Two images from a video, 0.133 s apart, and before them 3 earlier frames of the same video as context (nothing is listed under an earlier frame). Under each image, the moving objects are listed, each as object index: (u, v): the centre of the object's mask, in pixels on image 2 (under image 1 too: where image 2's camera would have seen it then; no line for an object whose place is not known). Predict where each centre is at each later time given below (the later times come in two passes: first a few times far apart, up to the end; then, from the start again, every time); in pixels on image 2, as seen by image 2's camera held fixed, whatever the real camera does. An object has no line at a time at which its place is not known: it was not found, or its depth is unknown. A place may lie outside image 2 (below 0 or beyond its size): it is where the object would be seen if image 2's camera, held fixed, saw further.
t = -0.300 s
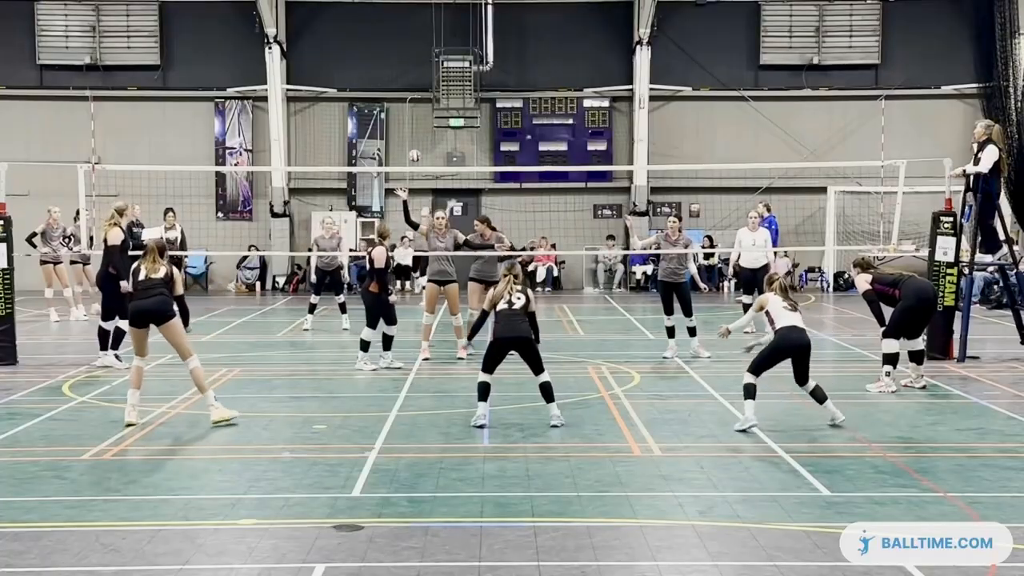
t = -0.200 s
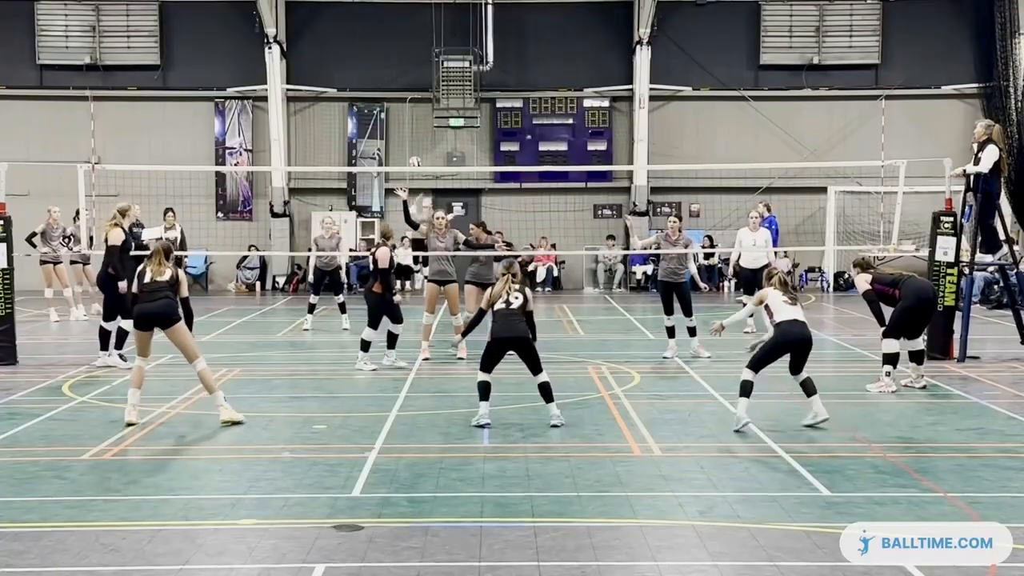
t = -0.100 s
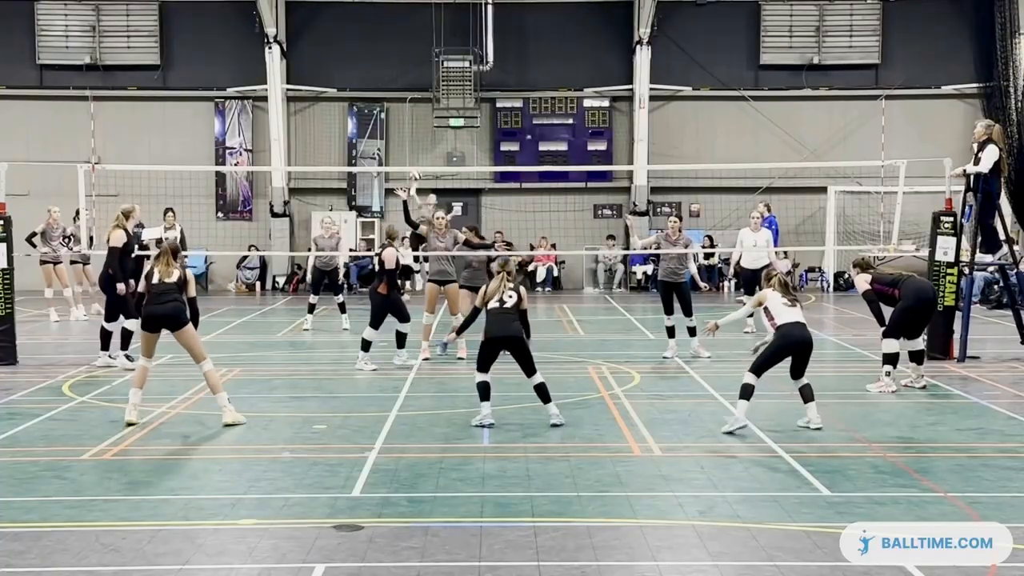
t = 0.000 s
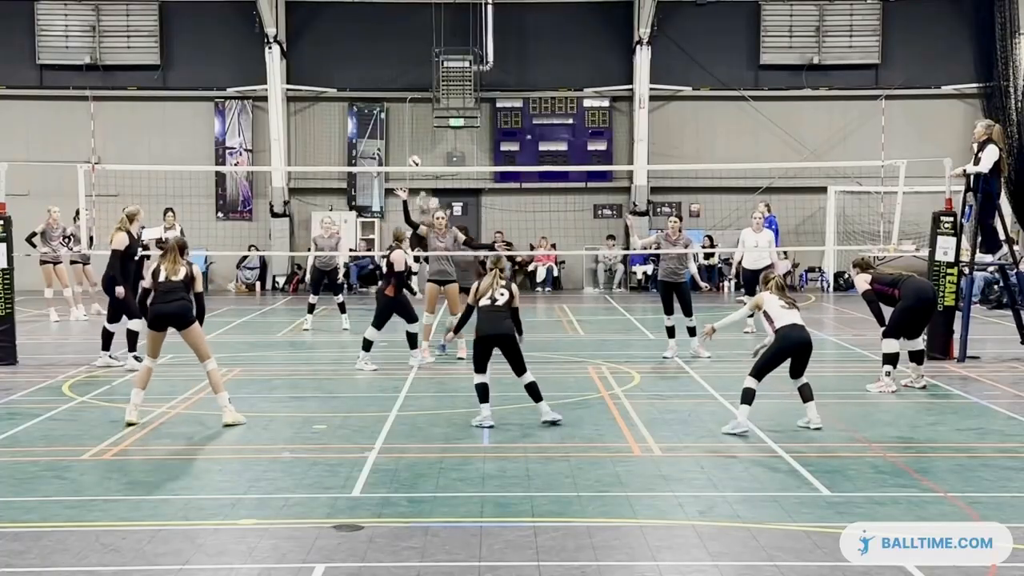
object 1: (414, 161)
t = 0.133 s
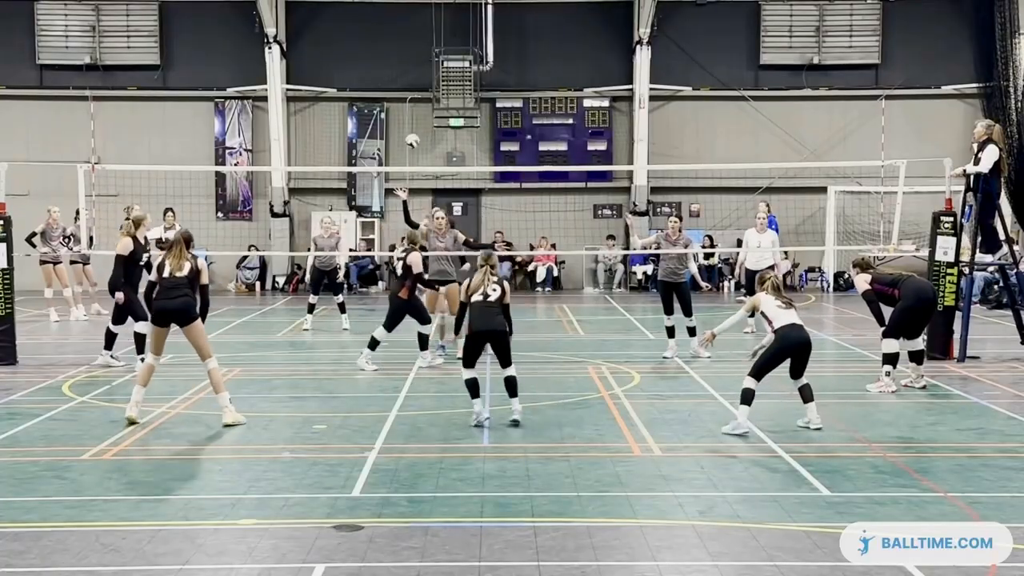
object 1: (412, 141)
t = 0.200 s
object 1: (413, 133)
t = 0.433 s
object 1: (414, 131)
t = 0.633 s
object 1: (418, 172)
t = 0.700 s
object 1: (423, 199)
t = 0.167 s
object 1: (412, 137)
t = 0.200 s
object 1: (413, 133)
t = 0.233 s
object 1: (413, 131)
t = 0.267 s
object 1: (413, 129)
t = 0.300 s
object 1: (413, 128)
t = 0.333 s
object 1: (413, 127)
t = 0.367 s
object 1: (414, 128)
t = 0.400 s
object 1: (414, 129)
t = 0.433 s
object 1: (414, 131)
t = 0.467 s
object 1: (415, 134)
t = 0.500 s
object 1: (415, 139)
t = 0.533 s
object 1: (415, 145)
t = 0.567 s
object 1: (416, 152)
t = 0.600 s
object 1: (417, 161)
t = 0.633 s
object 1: (418, 172)
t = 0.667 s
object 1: (420, 185)
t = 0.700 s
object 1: (423, 199)
